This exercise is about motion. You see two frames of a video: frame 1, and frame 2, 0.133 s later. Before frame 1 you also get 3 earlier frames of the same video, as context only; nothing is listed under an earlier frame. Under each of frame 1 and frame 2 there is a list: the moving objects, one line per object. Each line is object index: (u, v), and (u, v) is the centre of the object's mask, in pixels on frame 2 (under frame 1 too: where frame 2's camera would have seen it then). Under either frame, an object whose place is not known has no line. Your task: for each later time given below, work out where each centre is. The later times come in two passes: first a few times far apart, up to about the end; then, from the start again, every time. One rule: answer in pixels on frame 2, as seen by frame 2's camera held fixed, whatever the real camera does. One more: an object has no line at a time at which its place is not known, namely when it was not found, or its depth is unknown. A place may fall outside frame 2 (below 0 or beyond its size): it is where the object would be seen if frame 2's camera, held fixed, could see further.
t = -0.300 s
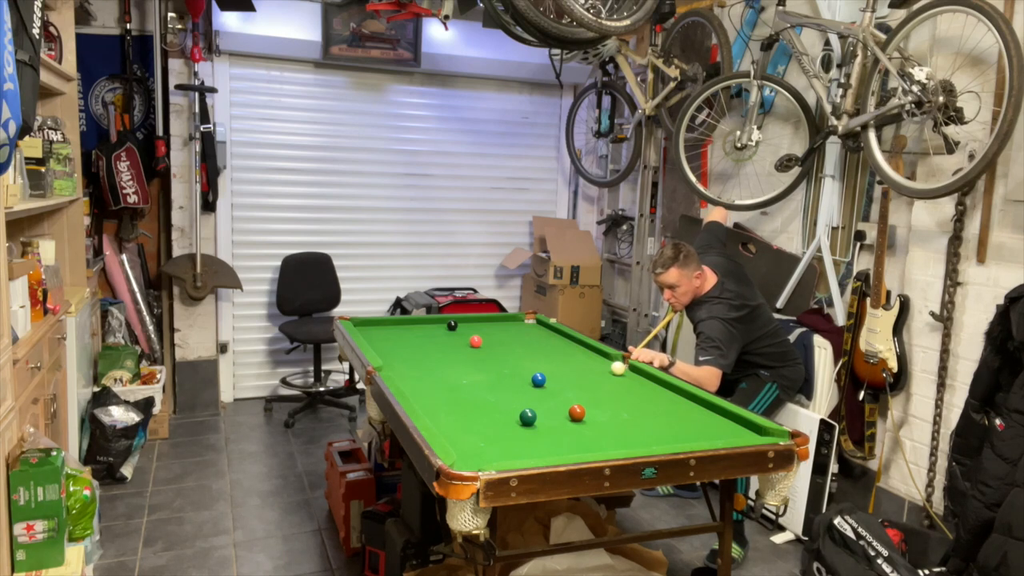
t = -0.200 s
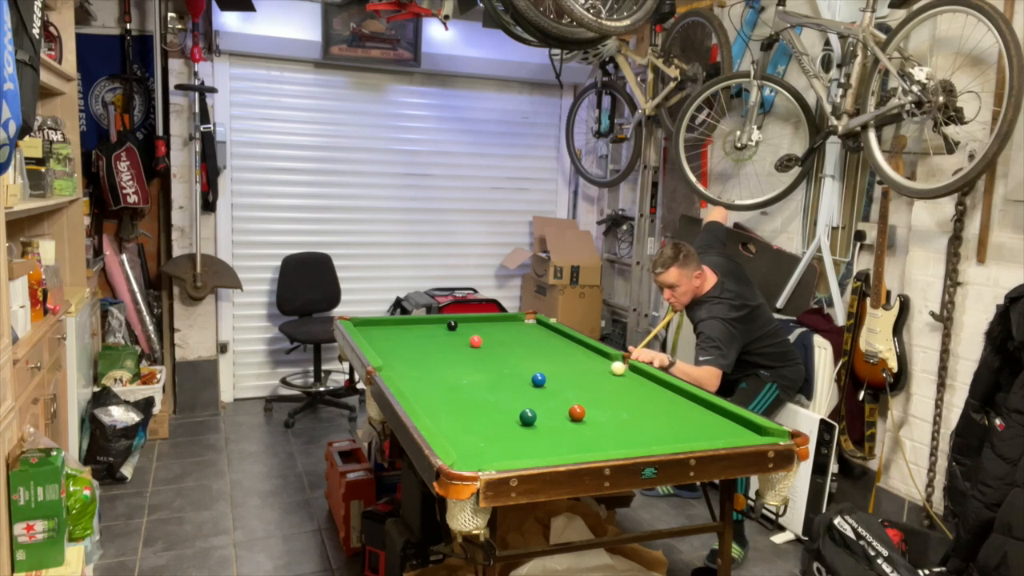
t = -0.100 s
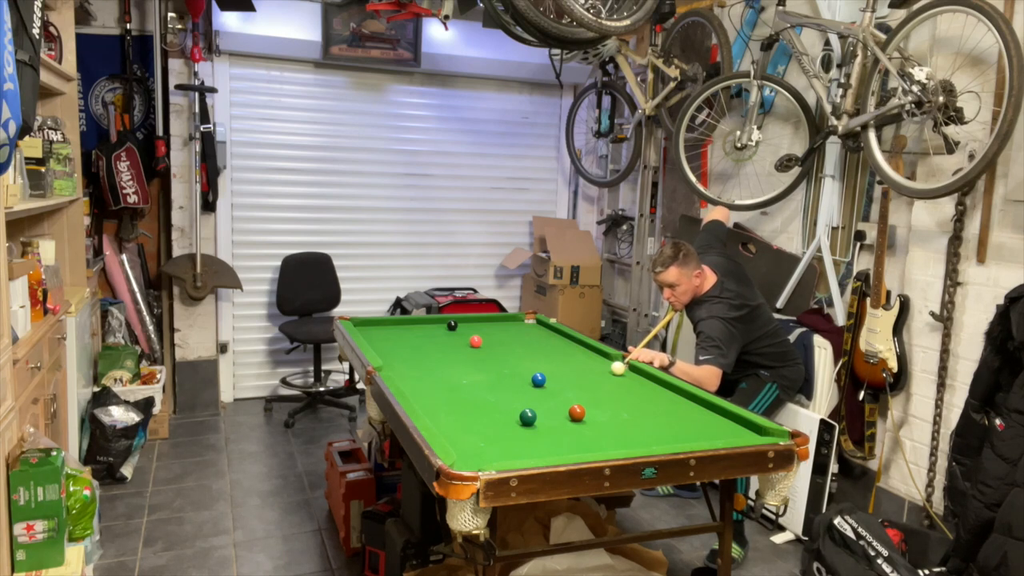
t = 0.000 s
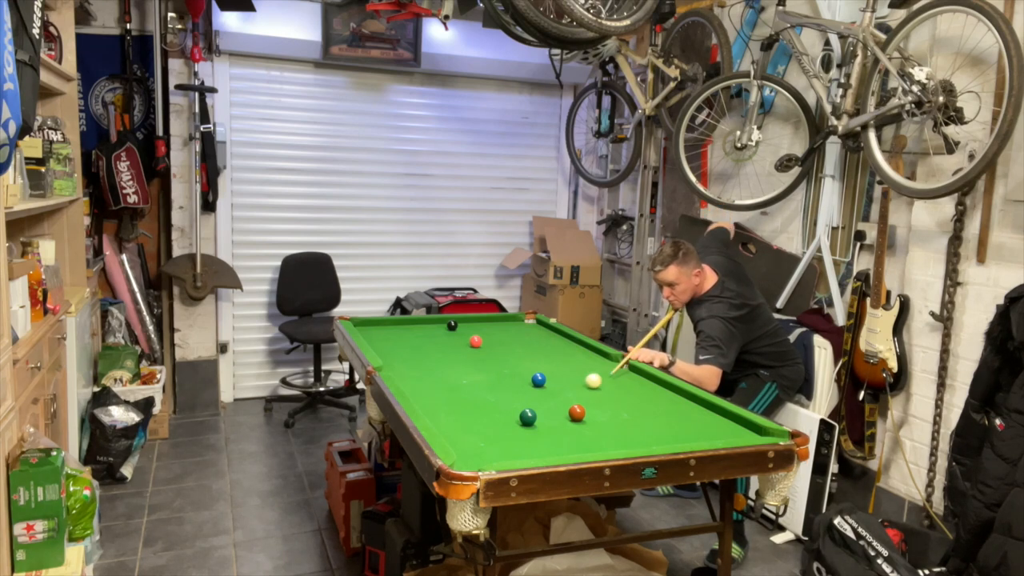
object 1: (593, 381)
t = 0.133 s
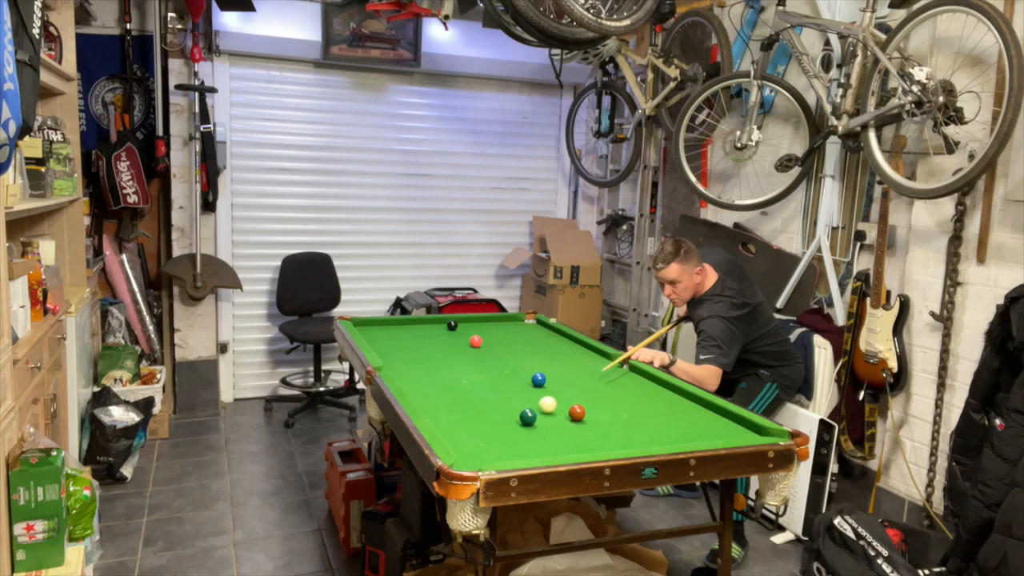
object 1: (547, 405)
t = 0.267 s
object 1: (522, 412)
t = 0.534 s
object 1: (485, 417)
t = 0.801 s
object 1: (449, 422)
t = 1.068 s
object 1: (451, 424)
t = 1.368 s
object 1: (473, 423)
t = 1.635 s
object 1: (489, 423)
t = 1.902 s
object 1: (502, 422)
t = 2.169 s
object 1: (512, 422)
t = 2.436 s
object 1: (519, 421)
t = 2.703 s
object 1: (523, 421)
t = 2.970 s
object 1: (525, 421)
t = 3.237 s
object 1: (525, 421)
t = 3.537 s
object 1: (525, 421)
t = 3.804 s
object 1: (525, 421)
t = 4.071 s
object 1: (525, 421)
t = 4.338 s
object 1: (525, 421)
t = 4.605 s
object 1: (524, 421)
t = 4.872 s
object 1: (525, 421)
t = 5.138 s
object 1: (524, 421)
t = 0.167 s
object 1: (538, 409)
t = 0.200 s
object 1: (531, 411)
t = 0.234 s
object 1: (527, 412)
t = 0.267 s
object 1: (522, 412)
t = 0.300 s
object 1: (518, 412)
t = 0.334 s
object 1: (513, 413)
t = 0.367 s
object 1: (509, 414)
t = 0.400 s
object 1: (504, 414)
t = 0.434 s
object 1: (499, 415)
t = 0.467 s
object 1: (495, 416)
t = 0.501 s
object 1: (490, 416)
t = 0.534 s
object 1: (485, 417)
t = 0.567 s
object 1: (481, 418)
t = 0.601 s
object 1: (476, 418)
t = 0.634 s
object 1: (472, 419)
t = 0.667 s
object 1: (467, 420)
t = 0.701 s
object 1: (463, 420)
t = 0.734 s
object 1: (458, 421)
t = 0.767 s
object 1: (454, 422)
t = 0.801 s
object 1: (449, 422)
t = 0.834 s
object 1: (445, 423)
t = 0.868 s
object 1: (441, 423)
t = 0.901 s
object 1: (437, 423)
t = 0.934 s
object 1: (440, 423)
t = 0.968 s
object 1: (443, 424)
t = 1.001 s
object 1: (445, 424)
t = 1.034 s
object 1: (448, 424)
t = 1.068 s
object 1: (451, 424)
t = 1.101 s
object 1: (453, 424)
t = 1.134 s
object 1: (456, 424)
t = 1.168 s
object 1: (459, 424)
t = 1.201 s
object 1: (461, 424)
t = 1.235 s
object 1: (464, 424)
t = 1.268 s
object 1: (466, 423)
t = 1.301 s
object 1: (469, 423)
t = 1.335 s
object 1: (471, 423)
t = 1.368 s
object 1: (473, 423)
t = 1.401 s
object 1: (475, 423)
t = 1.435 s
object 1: (477, 423)
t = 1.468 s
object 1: (480, 423)
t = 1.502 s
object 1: (482, 423)
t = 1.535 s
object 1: (484, 423)
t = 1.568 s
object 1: (486, 423)
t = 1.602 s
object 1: (487, 423)
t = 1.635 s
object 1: (489, 423)
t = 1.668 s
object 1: (491, 423)
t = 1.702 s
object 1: (493, 423)
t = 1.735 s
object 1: (494, 423)
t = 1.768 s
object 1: (496, 422)
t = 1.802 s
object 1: (498, 423)
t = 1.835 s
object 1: (499, 422)
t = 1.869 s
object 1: (501, 422)
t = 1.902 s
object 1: (502, 422)
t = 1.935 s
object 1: (503, 422)
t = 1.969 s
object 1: (505, 422)
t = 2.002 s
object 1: (506, 422)
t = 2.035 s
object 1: (508, 422)
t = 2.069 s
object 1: (508, 422)
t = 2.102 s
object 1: (510, 422)
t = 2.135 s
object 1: (511, 422)
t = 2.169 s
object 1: (512, 422)
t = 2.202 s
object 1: (513, 422)
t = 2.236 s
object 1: (514, 422)
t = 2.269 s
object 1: (515, 422)
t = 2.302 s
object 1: (516, 422)
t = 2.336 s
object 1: (517, 422)
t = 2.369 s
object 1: (517, 422)
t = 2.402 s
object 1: (518, 422)
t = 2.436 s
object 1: (519, 421)
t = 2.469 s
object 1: (520, 421)
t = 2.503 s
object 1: (520, 421)
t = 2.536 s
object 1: (521, 421)
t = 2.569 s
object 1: (521, 421)
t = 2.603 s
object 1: (521, 421)
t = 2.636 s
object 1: (522, 421)
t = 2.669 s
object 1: (523, 421)
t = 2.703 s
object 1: (523, 421)
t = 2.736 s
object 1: (523, 421)
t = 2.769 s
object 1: (524, 421)
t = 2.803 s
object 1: (524, 421)
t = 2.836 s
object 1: (524, 421)
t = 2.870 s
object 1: (524, 421)
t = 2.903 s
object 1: (524, 421)
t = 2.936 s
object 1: (524, 421)
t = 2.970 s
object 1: (525, 421)
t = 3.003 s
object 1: (525, 421)
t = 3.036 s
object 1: (525, 421)
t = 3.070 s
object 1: (525, 421)
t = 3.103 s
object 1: (524, 421)
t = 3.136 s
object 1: (525, 421)
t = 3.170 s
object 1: (524, 421)
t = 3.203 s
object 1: (525, 421)
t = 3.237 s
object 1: (525, 421)
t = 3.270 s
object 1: (525, 421)
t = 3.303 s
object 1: (525, 421)
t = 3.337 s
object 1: (525, 421)
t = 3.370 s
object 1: (525, 421)
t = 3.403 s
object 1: (525, 421)
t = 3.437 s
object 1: (525, 421)
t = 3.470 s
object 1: (525, 421)
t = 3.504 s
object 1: (524, 421)
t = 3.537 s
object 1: (525, 421)
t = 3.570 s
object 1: (525, 421)
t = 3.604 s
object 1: (525, 421)
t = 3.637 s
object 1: (525, 421)
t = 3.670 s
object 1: (525, 421)
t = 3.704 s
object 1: (525, 421)
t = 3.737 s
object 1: (525, 421)
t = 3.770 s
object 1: (525, 421)
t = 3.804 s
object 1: (525, 421)
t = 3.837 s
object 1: (525, 421)
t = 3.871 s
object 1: (525, 421)
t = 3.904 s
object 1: (525, 421)
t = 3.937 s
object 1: (525, 421)
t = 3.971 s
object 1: (524, 421)
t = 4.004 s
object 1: (525, 421)
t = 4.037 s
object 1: (524, 421)
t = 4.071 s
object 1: (525, 421)
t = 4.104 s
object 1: (525, 421)
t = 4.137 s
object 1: (525, 421)
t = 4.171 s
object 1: (524, 421)
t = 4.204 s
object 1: (525, 421)
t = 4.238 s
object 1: (525, 421)
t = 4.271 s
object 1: (524, 421)
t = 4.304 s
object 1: (524, 421)
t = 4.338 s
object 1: (525, 421)
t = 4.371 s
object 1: (525, 421)
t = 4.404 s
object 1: (524, 421)
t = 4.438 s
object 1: (524, 421)
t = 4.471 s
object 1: (524, 421)
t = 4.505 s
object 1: (525, 421)
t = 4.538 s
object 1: (524, 421)
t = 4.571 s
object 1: (524, 421)
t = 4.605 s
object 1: (524, 421)
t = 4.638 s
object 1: (525, 421)
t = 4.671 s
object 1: (525, 421)
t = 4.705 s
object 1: (525, 421)
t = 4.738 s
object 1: (524, 421)
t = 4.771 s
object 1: (525, 421)
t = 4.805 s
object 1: (525, 421)
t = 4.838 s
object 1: (525, 421)
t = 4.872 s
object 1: (525, 421)
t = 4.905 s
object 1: (524, 421)
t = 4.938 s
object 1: (524, 421)
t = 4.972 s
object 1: (525, 421)
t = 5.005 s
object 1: (524, 421)
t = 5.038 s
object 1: (524, 421)
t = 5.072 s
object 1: (525, 421)
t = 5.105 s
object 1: (525, 421)
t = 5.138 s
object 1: (524, 421)
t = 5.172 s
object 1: (524, 421)
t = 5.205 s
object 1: (525, 421)
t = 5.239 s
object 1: (524, 421)
